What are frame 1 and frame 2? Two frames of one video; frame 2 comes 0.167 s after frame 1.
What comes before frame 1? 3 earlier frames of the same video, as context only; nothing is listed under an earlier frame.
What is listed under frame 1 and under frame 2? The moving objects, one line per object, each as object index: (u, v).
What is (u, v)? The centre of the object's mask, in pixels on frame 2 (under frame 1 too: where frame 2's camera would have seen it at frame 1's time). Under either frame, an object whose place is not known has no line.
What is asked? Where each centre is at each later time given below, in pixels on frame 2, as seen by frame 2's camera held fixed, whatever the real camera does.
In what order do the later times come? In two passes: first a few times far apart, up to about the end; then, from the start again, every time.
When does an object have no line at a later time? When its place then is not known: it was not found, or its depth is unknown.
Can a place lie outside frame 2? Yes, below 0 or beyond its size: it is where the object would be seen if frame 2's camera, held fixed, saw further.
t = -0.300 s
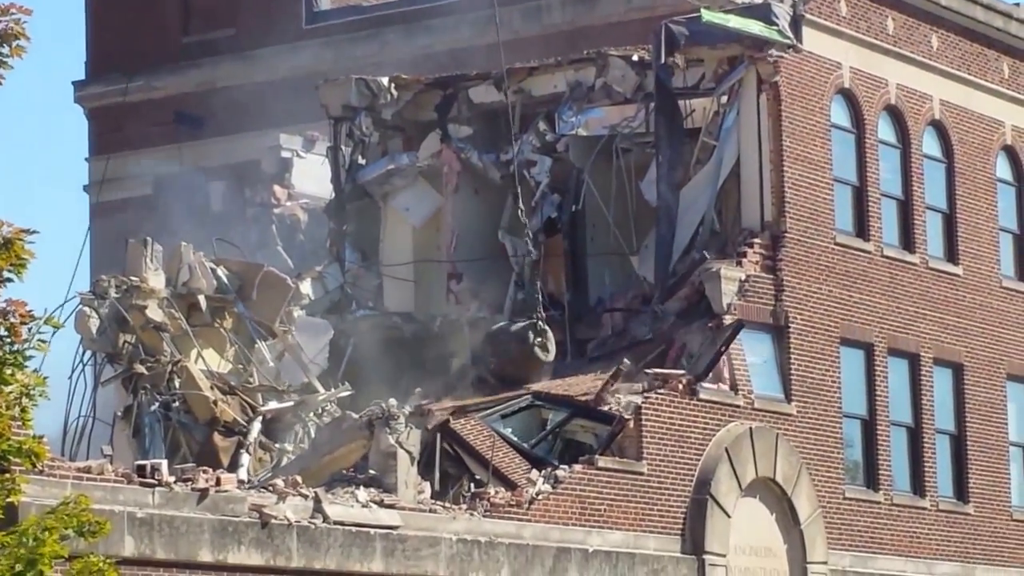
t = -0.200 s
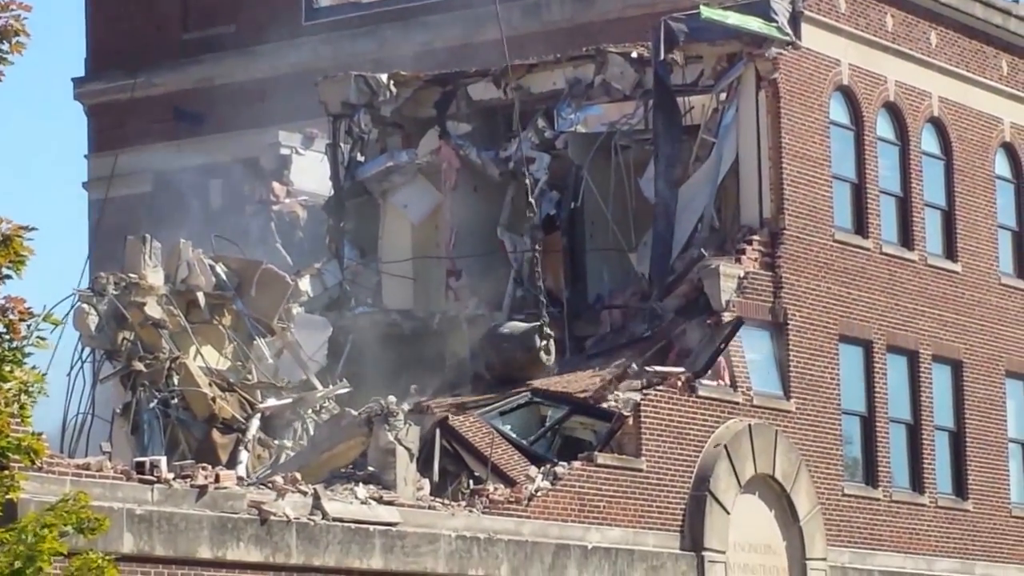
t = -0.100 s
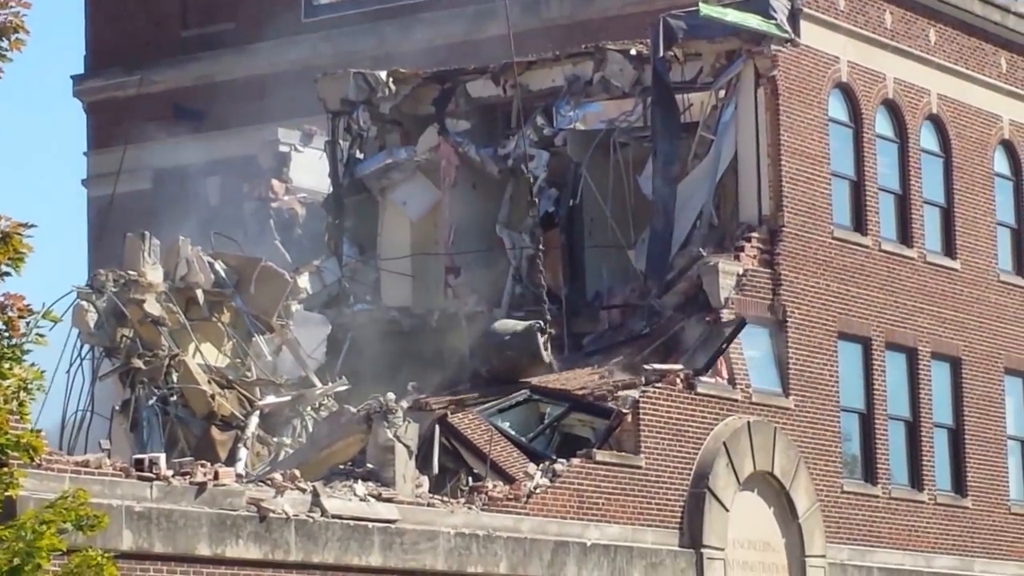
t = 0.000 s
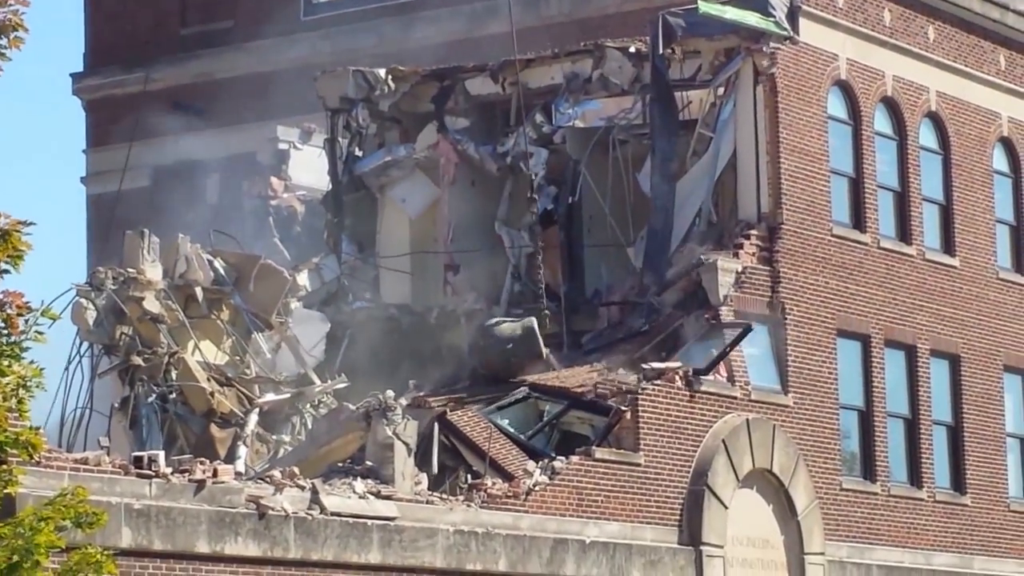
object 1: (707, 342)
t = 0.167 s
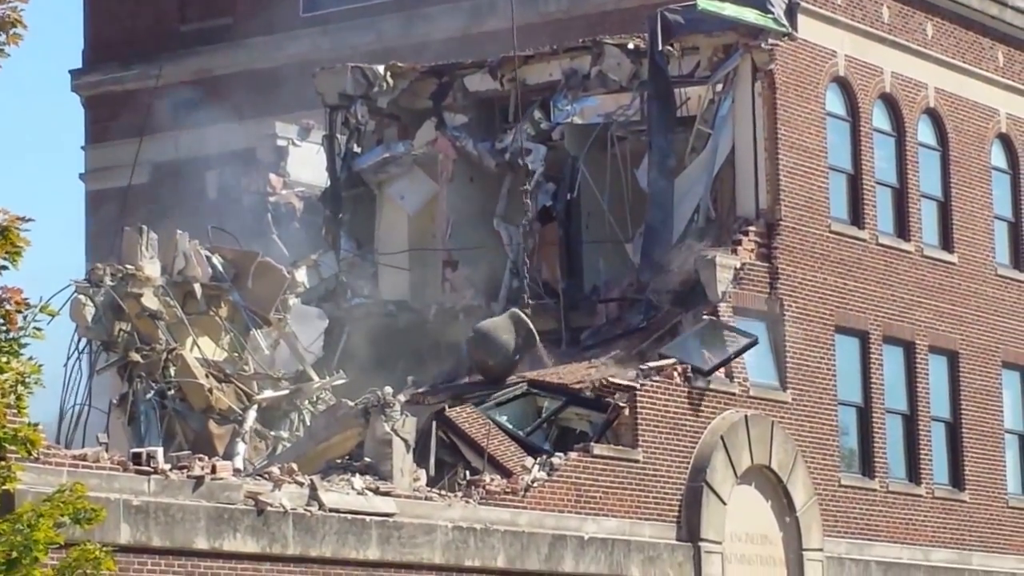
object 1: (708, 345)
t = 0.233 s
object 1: (706, 346)
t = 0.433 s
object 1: (711, 360)
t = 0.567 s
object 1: (718, 377)
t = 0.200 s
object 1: (707, 345)
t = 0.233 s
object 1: (706, 346)
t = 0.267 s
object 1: (705, 347)
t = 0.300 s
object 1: (705, 347)
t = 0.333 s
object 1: (705, 348)
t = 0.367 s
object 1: (708, 355)
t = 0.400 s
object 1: (709, 358)
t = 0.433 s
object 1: (711, 360)
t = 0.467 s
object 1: (712, 364)
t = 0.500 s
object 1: (713, 368)
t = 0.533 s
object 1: (716, 373)
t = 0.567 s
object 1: (718, 377)
